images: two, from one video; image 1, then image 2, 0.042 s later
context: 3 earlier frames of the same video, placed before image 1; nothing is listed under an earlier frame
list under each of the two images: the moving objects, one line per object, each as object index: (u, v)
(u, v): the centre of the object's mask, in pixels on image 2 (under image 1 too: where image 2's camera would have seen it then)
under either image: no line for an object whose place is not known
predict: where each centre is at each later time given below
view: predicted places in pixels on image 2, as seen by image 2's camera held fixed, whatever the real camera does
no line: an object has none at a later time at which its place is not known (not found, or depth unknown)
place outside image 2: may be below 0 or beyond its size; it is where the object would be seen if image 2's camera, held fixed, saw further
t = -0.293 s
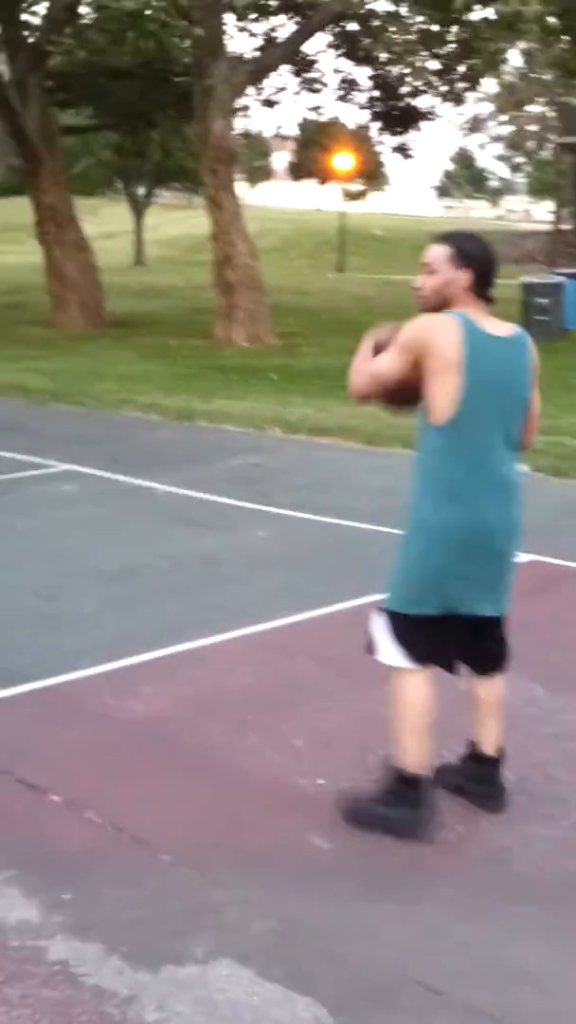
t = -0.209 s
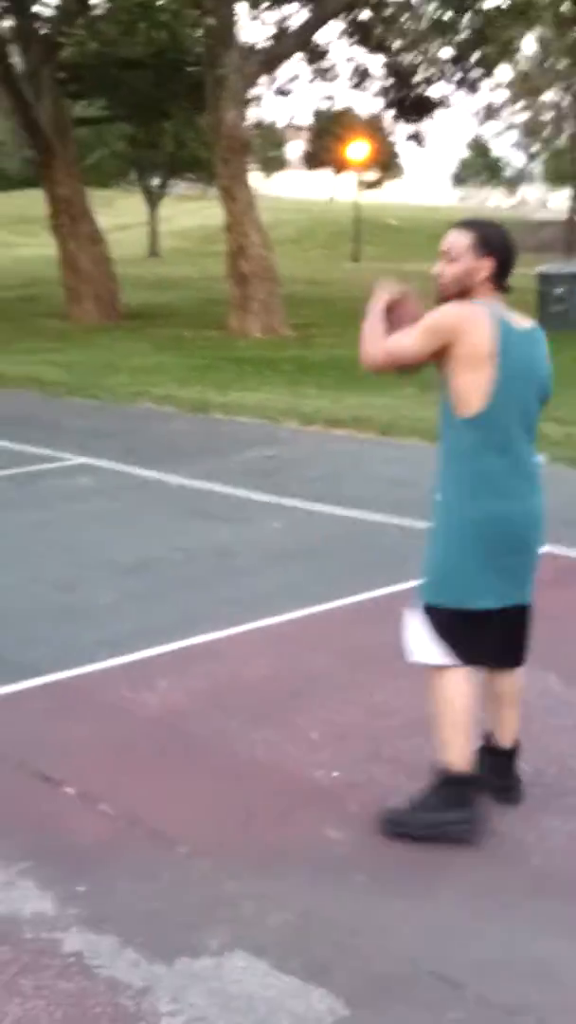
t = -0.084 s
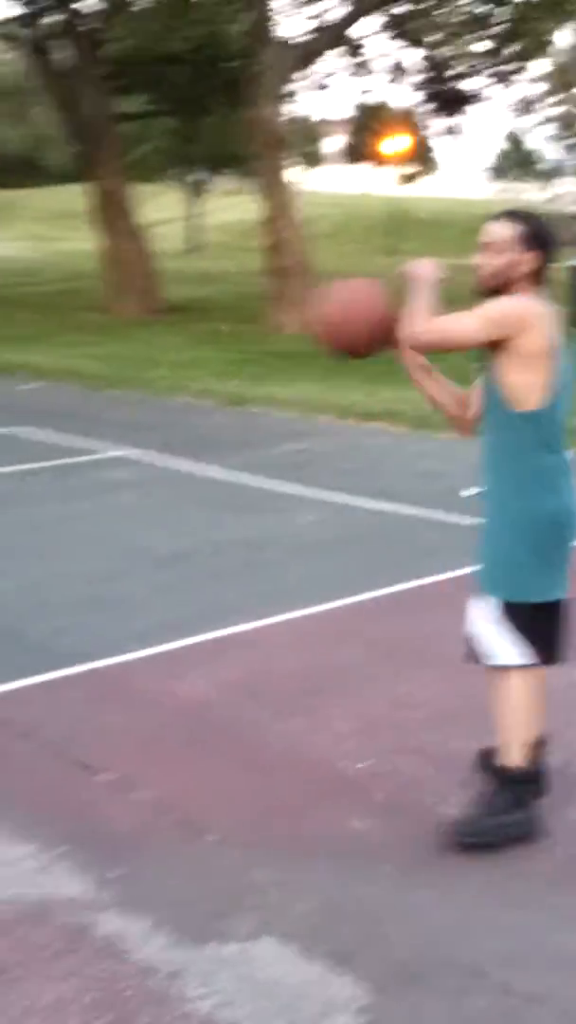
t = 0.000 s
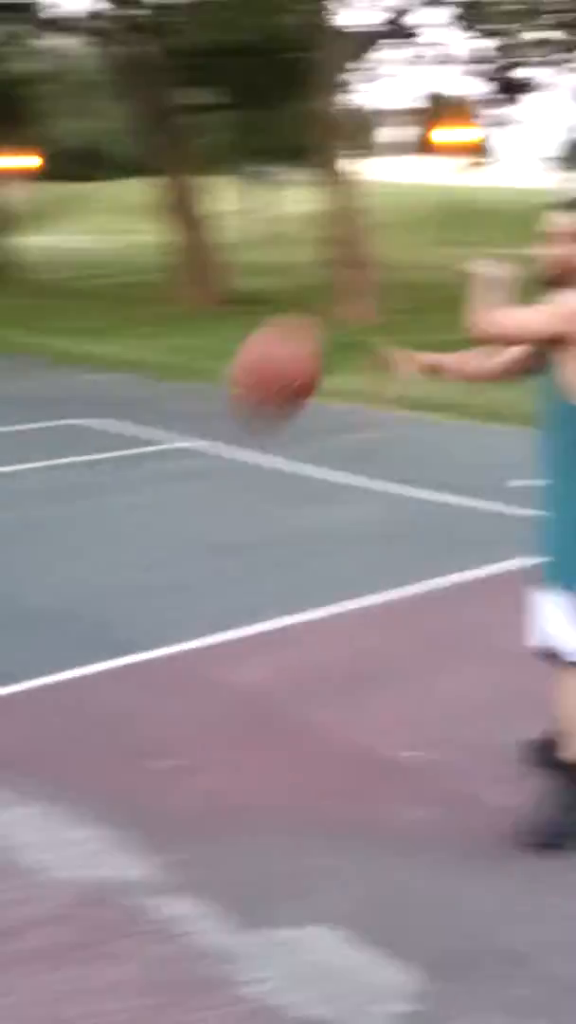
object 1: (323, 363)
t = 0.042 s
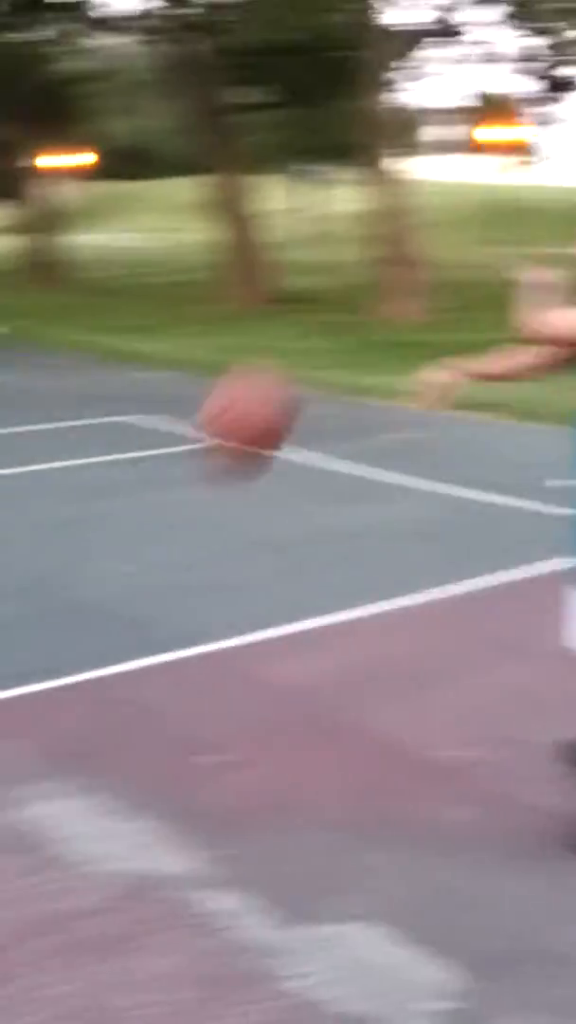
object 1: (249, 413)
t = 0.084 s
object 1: (167, 482)
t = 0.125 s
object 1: (78, 558)
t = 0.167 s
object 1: (-22, 642)
